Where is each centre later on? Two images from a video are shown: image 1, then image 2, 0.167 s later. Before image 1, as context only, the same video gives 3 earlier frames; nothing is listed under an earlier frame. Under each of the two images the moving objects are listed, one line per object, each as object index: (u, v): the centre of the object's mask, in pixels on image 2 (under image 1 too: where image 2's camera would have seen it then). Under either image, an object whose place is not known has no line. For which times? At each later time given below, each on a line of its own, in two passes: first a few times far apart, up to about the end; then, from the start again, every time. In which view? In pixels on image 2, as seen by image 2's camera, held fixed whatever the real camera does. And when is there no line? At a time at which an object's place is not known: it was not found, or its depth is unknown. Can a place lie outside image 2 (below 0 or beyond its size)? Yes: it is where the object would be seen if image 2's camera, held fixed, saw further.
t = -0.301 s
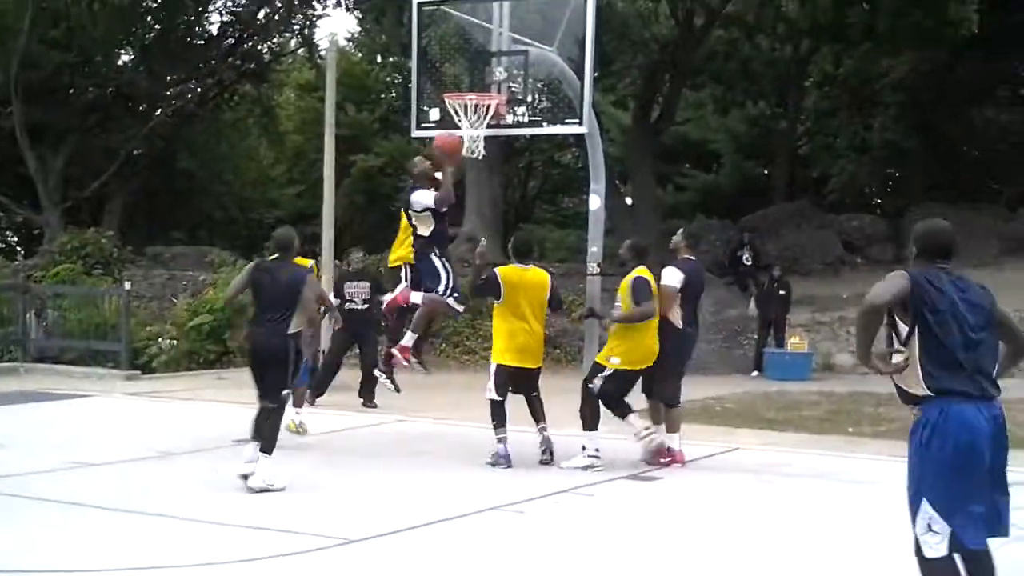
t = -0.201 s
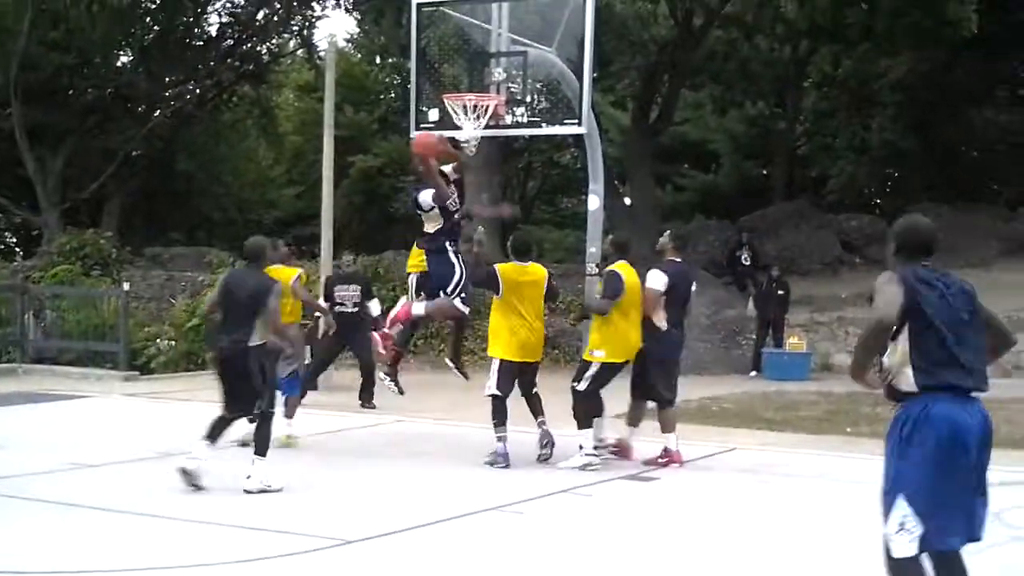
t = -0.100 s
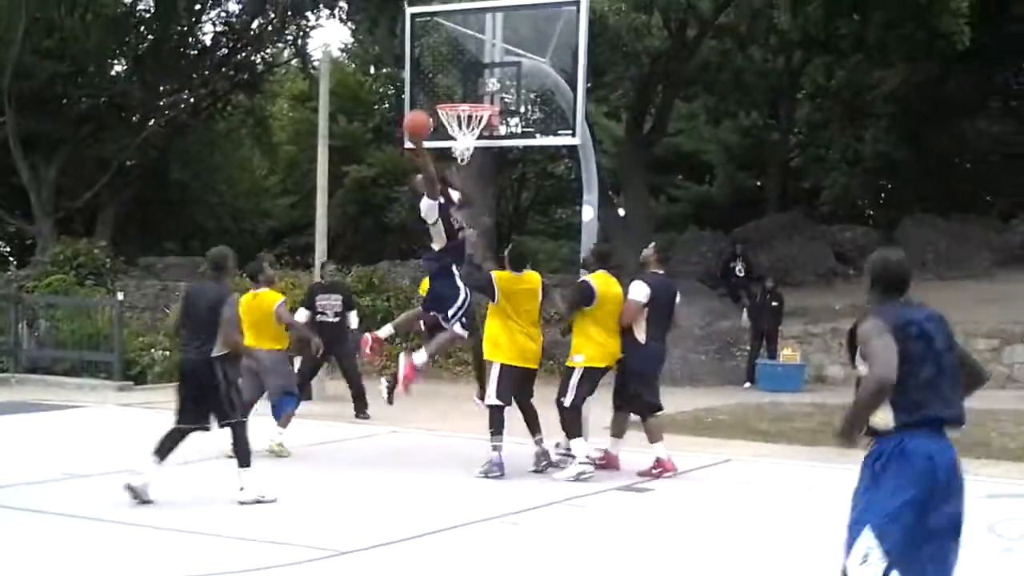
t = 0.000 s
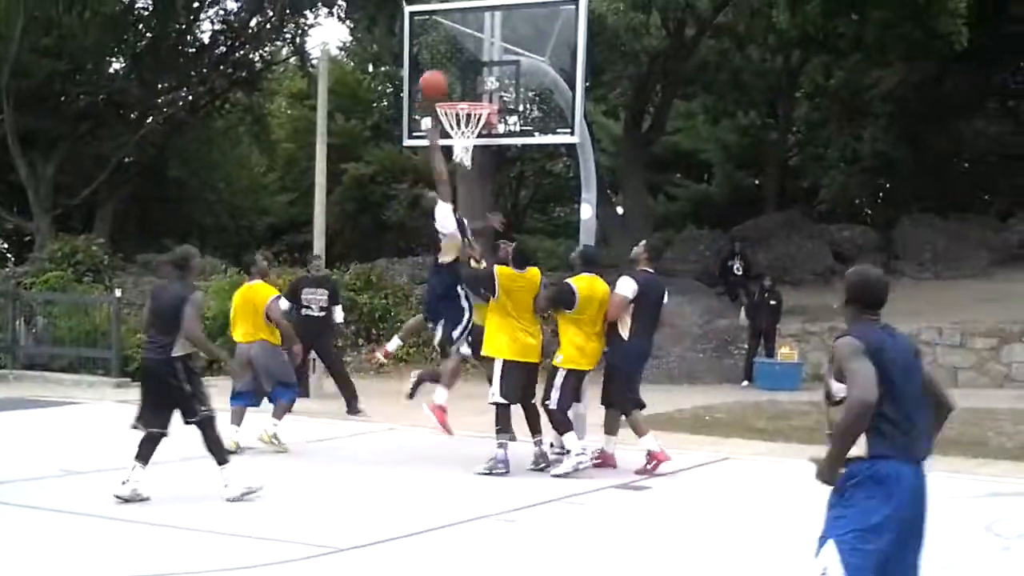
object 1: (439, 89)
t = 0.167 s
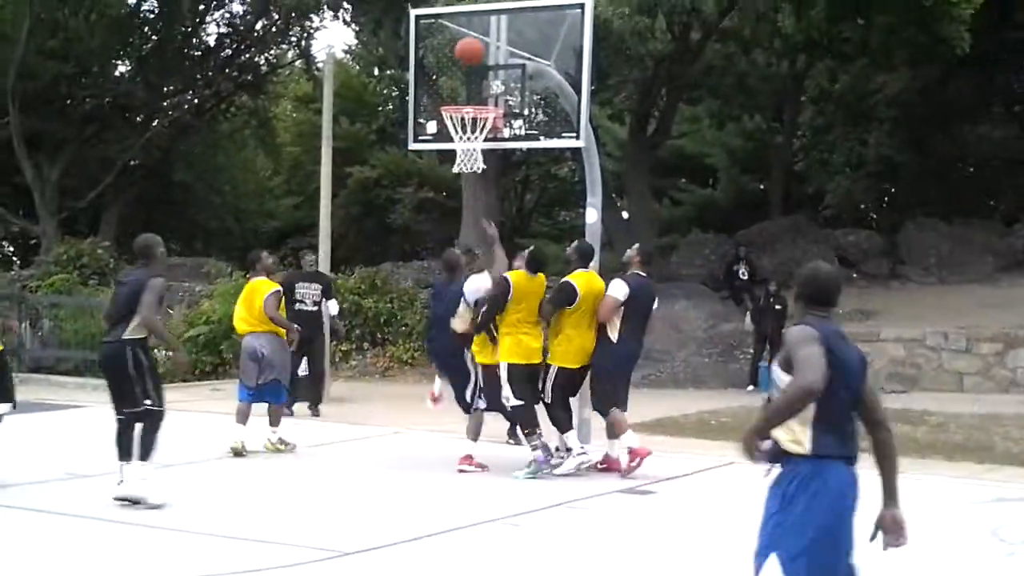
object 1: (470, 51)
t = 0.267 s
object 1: (485, 47)
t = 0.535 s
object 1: (492, 83)
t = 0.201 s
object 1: (475, 49)
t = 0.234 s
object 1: (479, 47)
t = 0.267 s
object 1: (485, 47)
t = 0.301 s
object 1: (492, 48)
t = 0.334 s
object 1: (499, 47)
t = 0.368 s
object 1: (501, 52)
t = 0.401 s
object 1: (499, 57)
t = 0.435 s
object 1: (497, 60)
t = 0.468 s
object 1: (496, 68)
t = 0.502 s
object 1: (494, 75)
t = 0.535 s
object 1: (492, 83)
